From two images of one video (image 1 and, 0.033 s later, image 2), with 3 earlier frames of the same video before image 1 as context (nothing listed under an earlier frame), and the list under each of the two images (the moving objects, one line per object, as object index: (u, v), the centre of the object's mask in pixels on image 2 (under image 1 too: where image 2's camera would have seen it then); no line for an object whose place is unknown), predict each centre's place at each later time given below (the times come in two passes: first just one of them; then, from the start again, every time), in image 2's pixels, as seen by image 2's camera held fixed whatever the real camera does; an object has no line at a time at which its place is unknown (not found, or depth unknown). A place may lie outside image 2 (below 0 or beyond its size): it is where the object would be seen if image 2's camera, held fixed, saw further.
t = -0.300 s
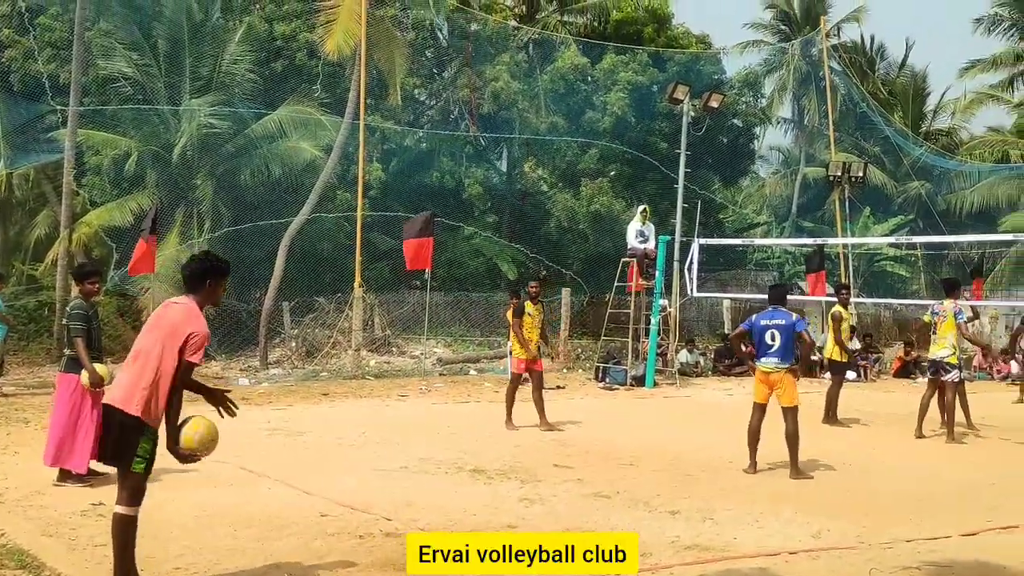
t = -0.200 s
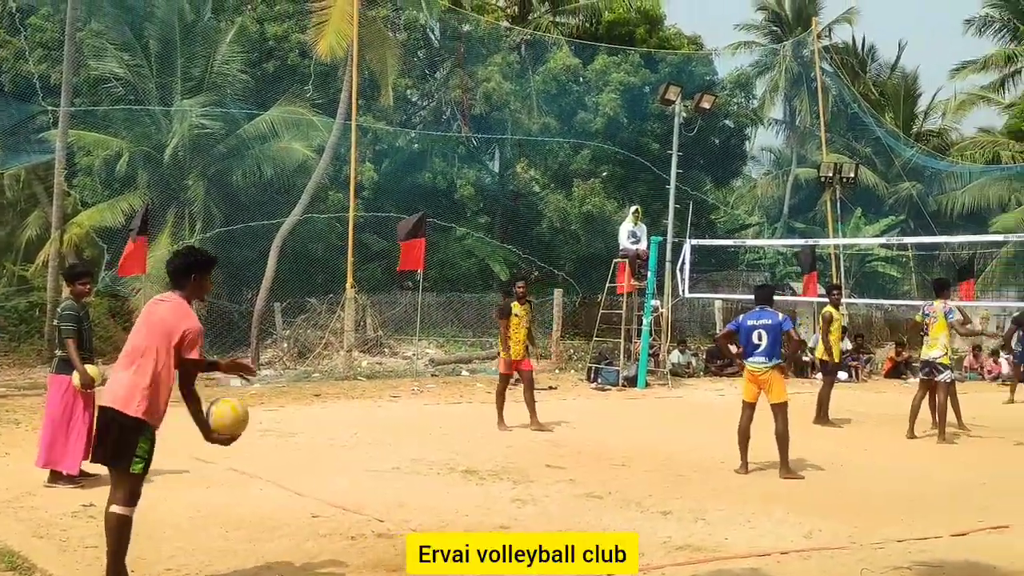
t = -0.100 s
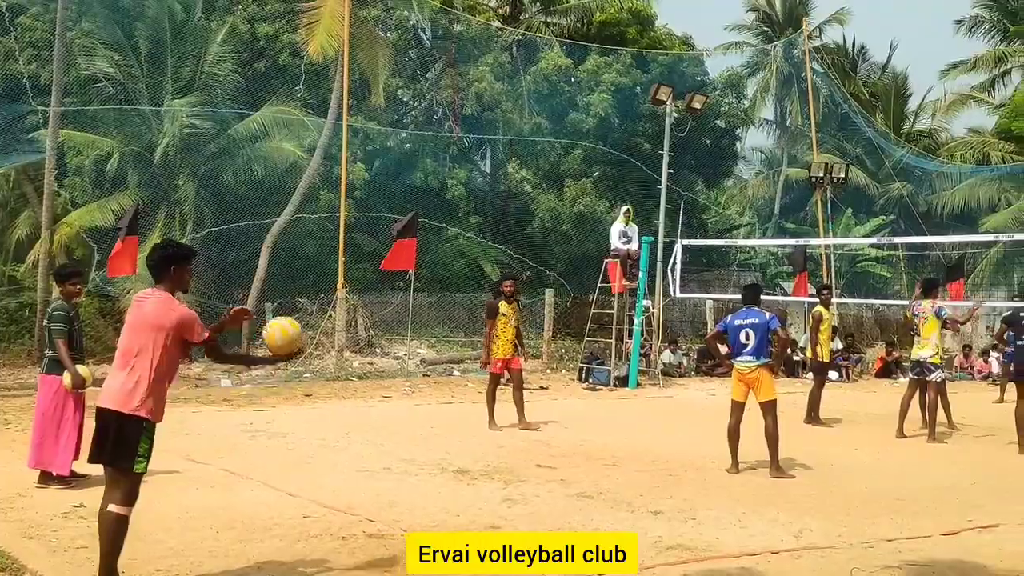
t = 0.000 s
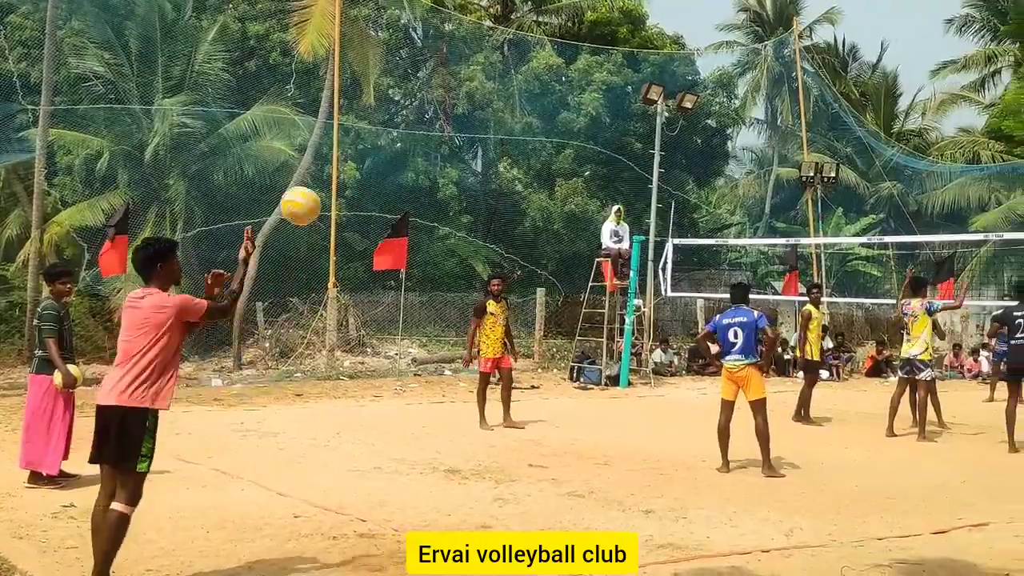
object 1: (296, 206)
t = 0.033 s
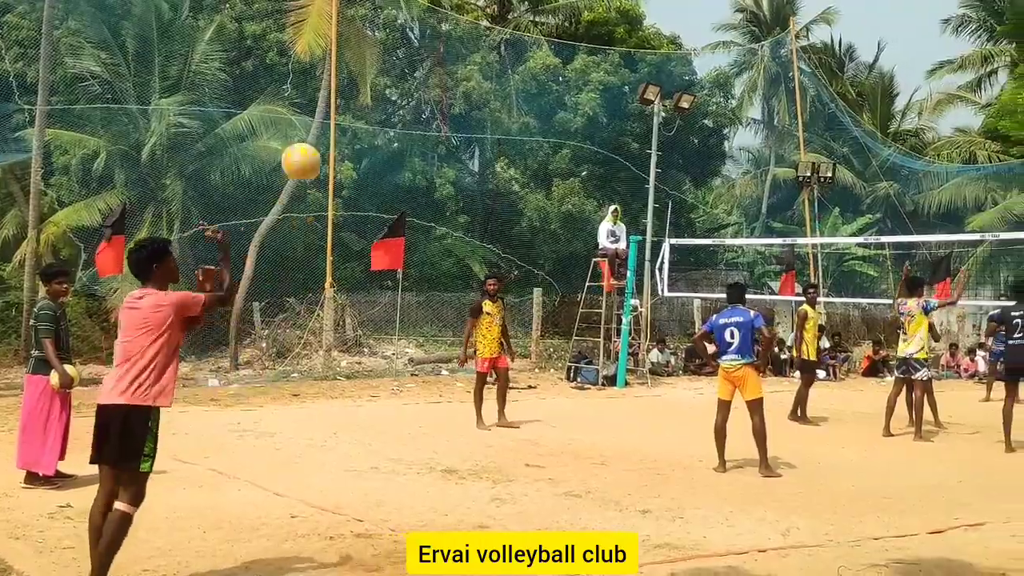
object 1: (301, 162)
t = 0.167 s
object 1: (312, 13)
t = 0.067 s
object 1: (305, 122)
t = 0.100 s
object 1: (306, 83)
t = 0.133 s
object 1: (309, 45)
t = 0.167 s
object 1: (312, 13)
